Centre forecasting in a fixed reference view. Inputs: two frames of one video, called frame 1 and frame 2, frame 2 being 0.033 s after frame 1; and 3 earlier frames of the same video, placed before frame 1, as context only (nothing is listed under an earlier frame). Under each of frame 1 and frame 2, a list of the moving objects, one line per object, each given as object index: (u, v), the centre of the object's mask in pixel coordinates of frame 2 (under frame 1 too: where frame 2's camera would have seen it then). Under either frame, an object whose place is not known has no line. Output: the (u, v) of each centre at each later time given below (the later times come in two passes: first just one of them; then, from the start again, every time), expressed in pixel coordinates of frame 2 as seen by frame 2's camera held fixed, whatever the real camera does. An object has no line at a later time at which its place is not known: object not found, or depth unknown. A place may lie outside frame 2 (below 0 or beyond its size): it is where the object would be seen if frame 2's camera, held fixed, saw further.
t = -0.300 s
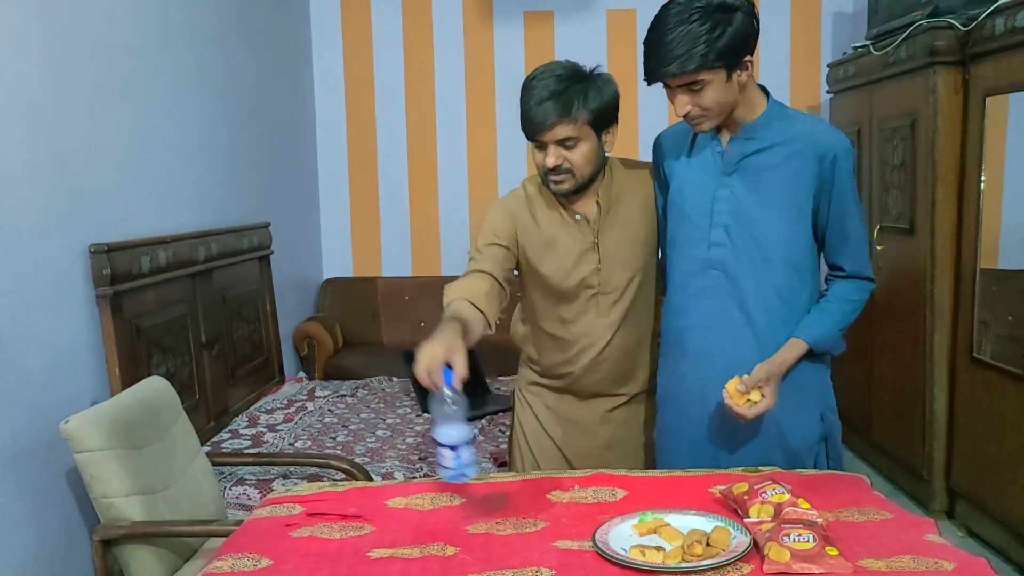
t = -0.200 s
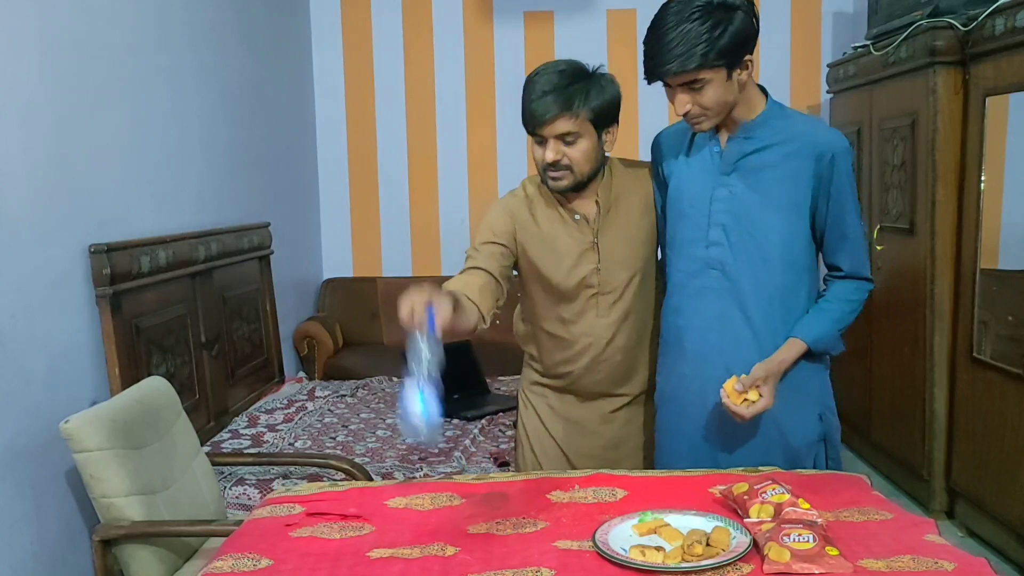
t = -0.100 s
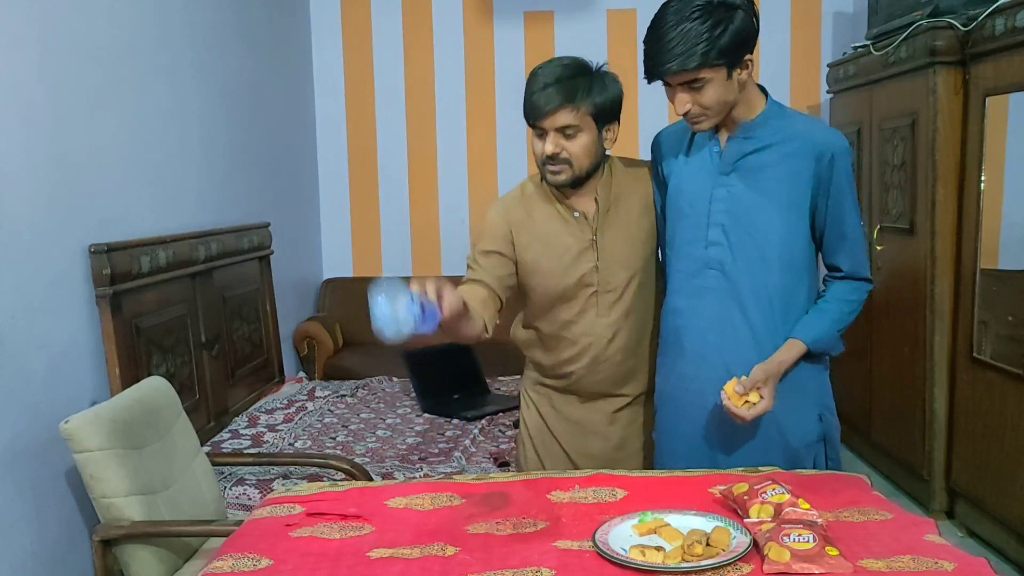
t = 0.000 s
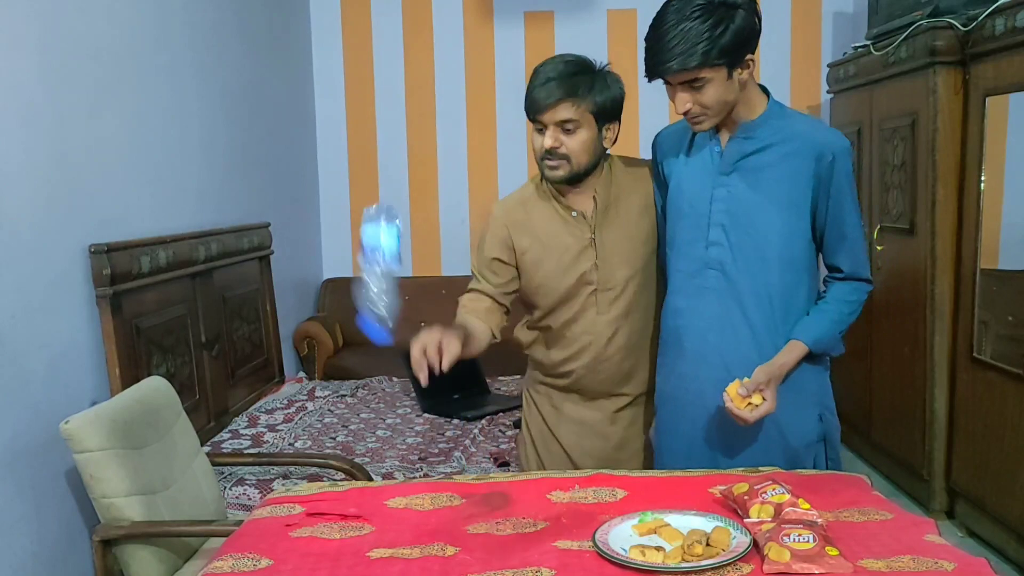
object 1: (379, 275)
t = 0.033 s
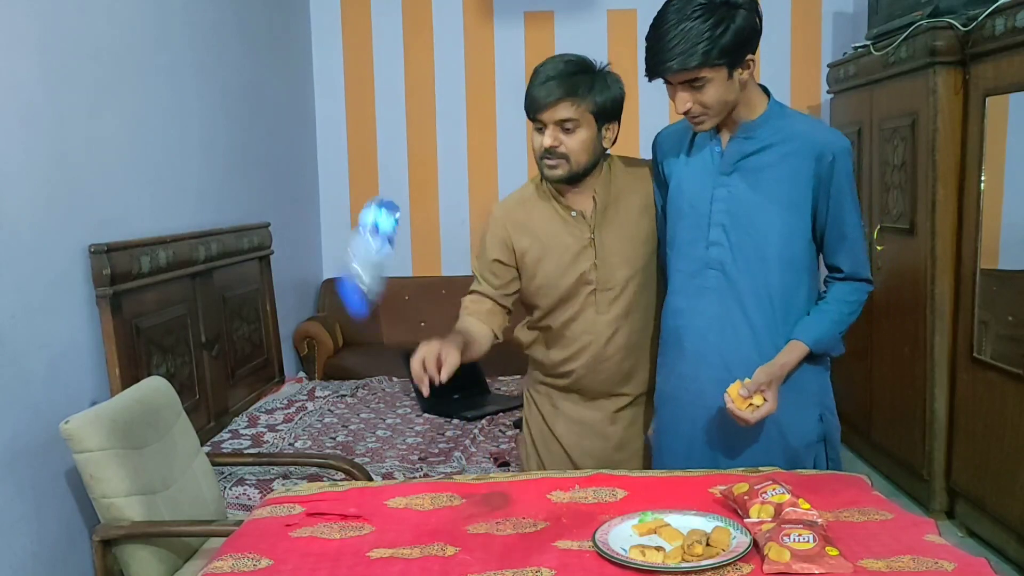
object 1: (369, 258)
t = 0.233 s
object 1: (355, 295)
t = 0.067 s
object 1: (360, 238)
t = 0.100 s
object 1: (357, 225)
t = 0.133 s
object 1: (356, 230)
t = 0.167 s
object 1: (357, 245)
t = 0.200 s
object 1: (355, 266)
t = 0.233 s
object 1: (355, 295)
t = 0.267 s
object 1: (354, 329)
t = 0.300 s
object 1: (354, 365)
